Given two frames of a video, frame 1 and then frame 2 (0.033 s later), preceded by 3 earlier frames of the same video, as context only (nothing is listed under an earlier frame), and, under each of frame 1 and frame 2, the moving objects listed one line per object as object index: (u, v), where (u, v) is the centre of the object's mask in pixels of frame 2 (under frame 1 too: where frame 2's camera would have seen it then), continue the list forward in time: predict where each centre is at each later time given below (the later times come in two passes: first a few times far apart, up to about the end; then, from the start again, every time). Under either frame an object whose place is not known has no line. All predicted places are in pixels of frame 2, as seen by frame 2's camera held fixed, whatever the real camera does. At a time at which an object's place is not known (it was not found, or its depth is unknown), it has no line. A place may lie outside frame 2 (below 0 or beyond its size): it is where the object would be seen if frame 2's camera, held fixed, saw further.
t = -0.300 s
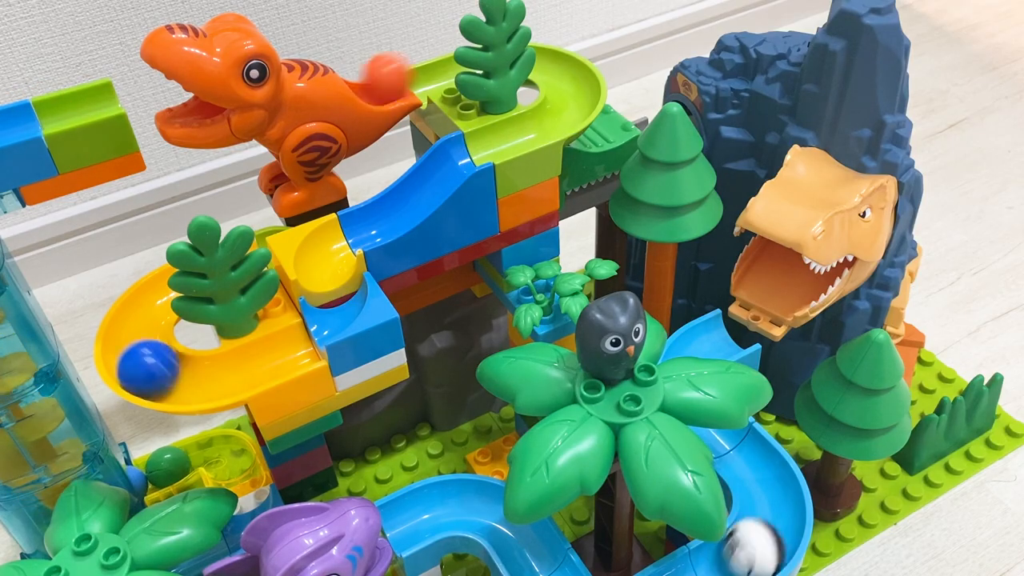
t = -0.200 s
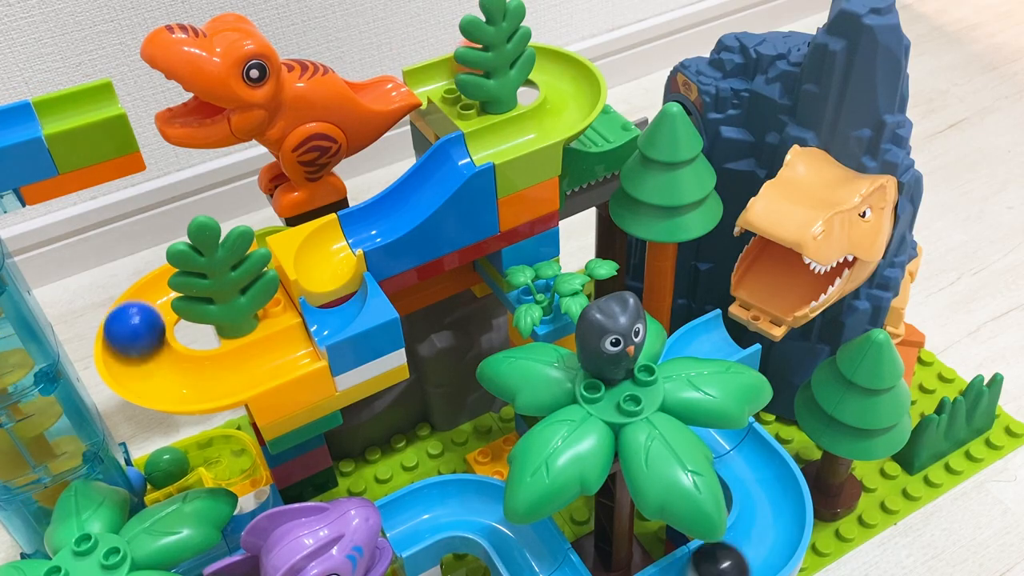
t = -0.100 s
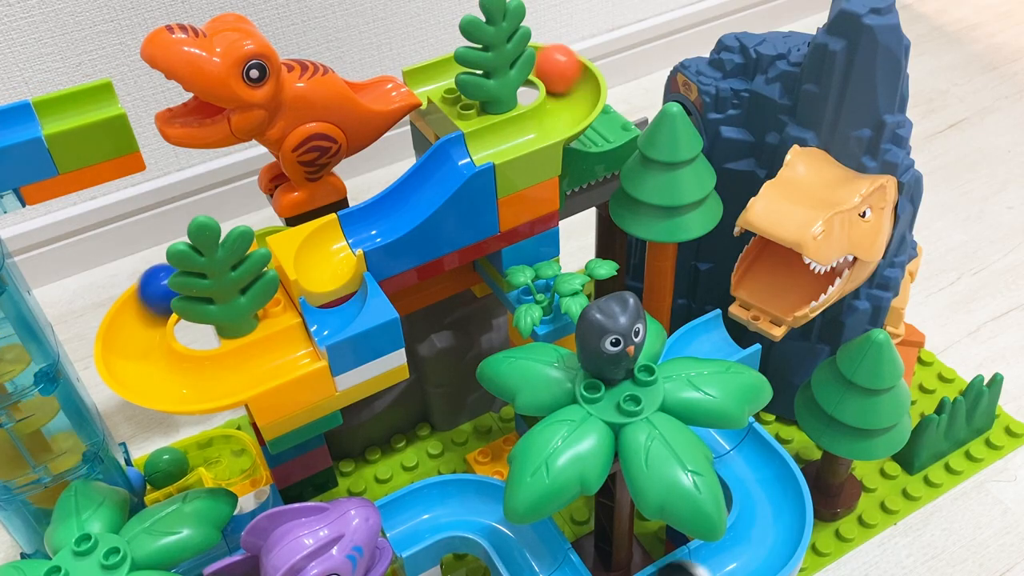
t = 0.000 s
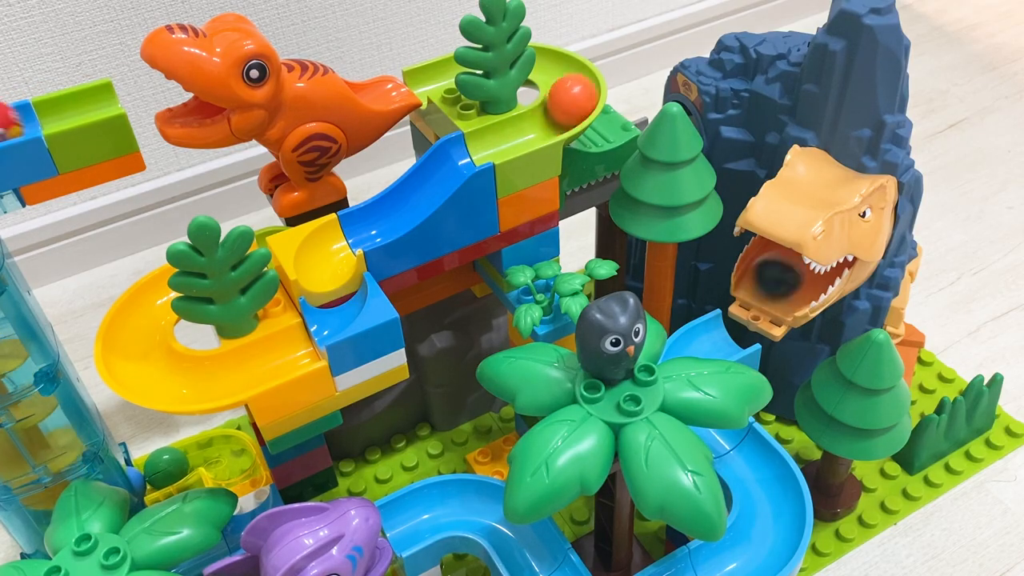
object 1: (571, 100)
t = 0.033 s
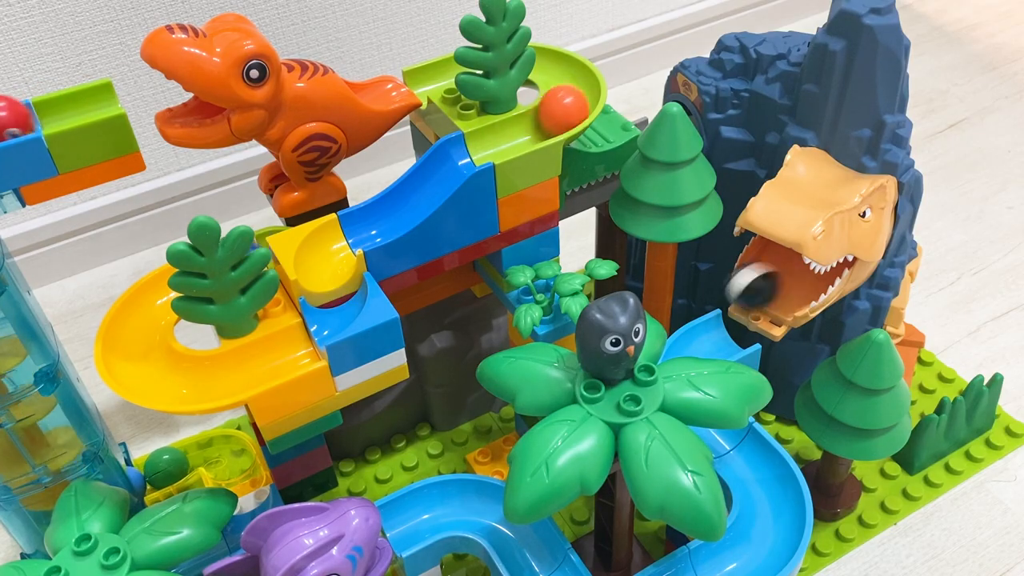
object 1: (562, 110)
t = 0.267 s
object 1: (457, 153)
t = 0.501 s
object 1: (334, 299)
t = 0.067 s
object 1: (550, 117)
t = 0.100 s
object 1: (535, 124)
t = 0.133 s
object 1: (519, 129)
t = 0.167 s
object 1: (503, 134)
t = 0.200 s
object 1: (489, 139)
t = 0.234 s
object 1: (474, 145)
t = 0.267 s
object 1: (457, 153)
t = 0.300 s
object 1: (441, 167)
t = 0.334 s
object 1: (418, 189)
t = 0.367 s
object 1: (388, 213)
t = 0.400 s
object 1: (354, 229)
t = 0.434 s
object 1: (324, 250)
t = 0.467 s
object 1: (325, 270)
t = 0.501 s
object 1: (334, 299)
